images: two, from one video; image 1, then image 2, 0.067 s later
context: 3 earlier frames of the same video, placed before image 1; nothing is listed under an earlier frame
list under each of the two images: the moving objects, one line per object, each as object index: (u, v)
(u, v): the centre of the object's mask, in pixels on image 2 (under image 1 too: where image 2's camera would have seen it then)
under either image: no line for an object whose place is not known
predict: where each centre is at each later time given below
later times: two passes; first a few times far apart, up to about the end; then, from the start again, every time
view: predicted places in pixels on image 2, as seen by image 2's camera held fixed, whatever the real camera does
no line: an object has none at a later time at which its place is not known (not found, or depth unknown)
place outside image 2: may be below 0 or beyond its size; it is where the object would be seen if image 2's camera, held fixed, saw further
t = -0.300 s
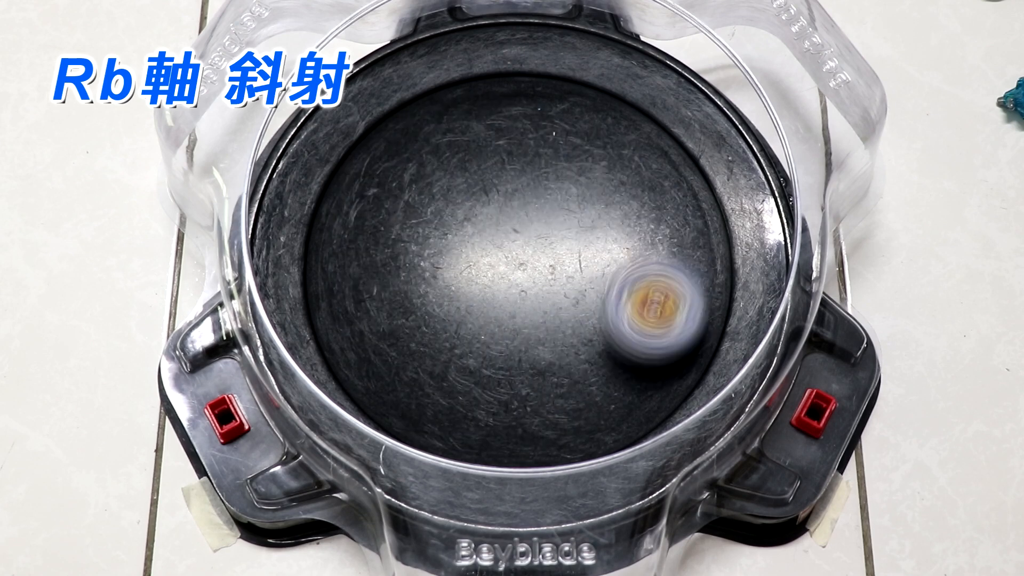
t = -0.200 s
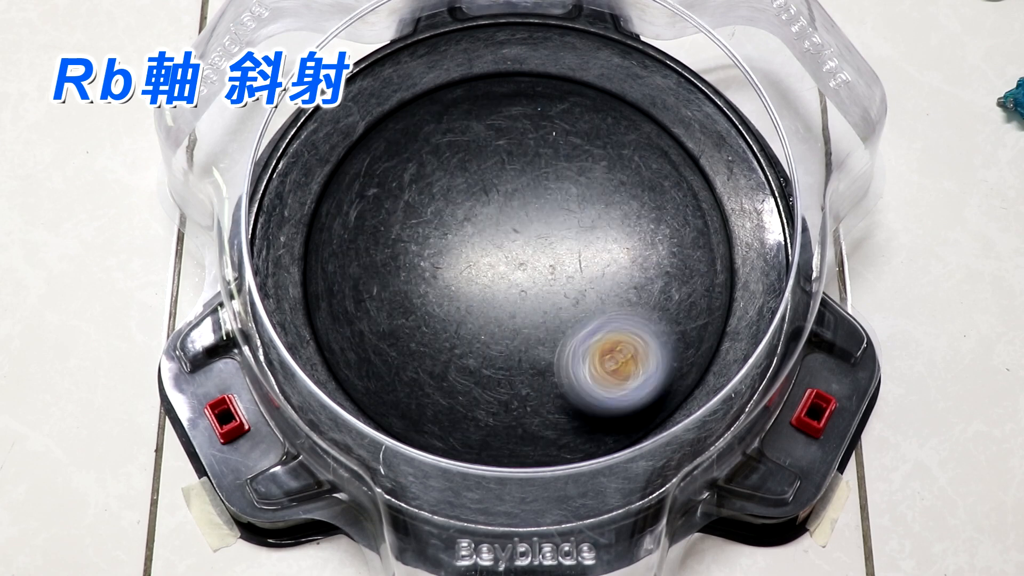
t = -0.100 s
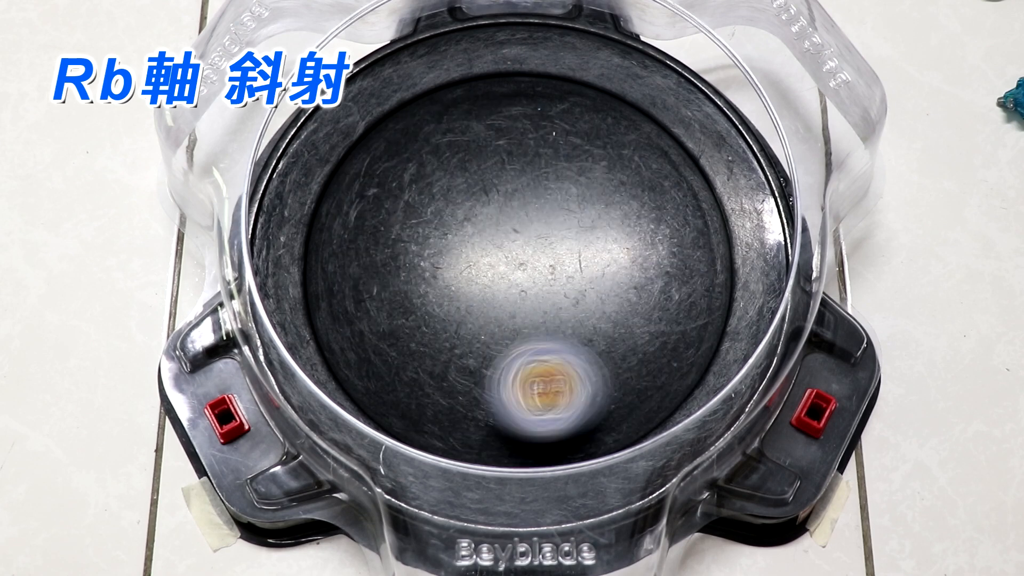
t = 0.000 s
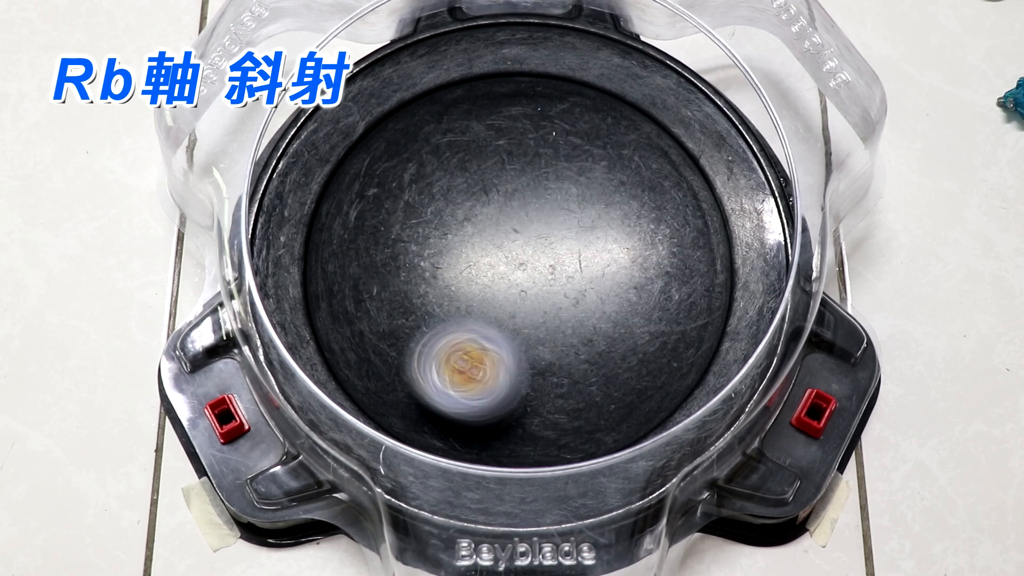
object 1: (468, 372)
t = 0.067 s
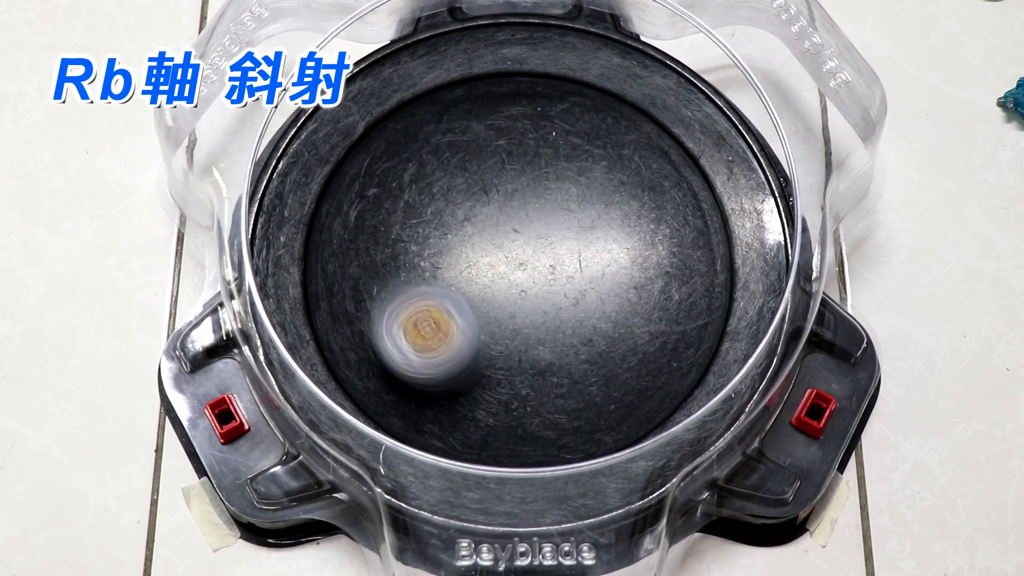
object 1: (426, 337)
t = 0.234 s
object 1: (415, 206)
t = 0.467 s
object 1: (554, 122)
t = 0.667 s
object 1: (667, 204)
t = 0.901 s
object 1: (595, 369)
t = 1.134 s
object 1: (384, 319)
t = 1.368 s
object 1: (390, 144)
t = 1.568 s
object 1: (558, 92)
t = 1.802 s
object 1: (691, 287)
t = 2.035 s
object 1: (488, 442)
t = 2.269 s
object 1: (312, 268)
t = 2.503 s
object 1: (457, 83)
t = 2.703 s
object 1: (674, 154)
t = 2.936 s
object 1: (648, 393)
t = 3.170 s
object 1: (388, 392)
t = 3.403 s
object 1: (356, 174)
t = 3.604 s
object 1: (544, 82)
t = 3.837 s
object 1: (720, 242)
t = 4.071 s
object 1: (570, 425)
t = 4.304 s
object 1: (349, 328)
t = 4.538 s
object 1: (392, 113)
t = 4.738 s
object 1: (583, 76)
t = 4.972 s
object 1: (705, 278)
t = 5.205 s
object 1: (526, 423)
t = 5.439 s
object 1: (324, 308)
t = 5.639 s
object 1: (377, 143)
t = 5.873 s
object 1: (598, 126)
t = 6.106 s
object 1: (690, 322)
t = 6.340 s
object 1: (513, 425)
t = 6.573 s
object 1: (364, 294)
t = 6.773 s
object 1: (424, 149)
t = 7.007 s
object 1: (601, 121)
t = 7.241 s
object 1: (684, 278)
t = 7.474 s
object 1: (524, 394)
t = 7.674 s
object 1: (376, 314)
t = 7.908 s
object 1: (398, 154)
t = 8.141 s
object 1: (572, 128)
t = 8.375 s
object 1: (660, 288)
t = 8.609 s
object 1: (530, 405)
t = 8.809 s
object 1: (384, 341)
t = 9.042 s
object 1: (409, 176)
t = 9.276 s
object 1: (578, 135)
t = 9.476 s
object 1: (678, 242)
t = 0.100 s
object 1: (414, 313)
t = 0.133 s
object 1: (405, 286)
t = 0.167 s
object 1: (404, 262)
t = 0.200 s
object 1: (406, 235)
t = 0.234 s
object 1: (415, 206)
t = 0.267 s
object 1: (425, 188)
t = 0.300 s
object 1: (442, 165)
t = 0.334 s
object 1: (461, 147)
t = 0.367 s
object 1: (483, 135)
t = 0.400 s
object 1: (505, 127)
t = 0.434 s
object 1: (531, 122)
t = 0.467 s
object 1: (554, 122)
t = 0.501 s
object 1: (577, 126)
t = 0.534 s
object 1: (600, 133)
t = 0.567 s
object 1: (620, 146)
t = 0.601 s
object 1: (640, 161)
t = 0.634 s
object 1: (656, 183)
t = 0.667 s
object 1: (667, 204)
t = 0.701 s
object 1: (676, 226)
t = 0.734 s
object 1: (680, 257)
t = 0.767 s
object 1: (677, 283)
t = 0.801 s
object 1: (663, 309)
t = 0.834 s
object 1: (645, 334)
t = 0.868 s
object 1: (622, 354)
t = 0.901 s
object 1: (595, 369)
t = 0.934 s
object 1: (559, 380)
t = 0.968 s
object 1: (528, 384)
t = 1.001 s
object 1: (495, 381)
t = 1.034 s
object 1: (459, 374)
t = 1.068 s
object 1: (433, 362)
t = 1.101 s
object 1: (407, 343)
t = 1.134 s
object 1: (384, 319)
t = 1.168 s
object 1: (368, 297)
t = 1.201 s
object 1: (360, 271)
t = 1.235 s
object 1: (356, 239)
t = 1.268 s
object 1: (357, 220)
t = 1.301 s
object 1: (364, 191)
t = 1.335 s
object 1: (377, 163)
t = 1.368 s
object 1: (390, 144)
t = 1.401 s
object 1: (410, 123)
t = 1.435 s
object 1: (438, 106)
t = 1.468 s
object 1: (463, 95)
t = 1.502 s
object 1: (493, 88)
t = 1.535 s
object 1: (526, 88)
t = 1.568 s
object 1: (558, 92)
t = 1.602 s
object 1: (589, 102)
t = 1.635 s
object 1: (623, 122)
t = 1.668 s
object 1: (648, 146)
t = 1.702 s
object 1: (668, 173)
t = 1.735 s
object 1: (685, 214)
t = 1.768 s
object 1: (692, 256)
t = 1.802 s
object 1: (691, 287)
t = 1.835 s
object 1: (681, 327)
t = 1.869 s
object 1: (662, 361)
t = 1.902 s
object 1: (636, 388)
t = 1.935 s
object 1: (602, 408)
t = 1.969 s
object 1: (569, 424)
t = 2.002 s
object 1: (532, 437)
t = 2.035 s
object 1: (488, 442)
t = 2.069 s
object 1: (448, 439)
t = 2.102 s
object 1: (414, 426)
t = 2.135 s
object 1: (383, 400)
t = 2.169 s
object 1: (358, 367)
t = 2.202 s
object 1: (337, 339)
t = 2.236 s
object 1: (318, 300)
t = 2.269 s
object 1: (312, 268)
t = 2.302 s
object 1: (315, 233)
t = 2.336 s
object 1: (324, 193)
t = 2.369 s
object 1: (340, 164)
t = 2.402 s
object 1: (363, 137)
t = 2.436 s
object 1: (393, 111)
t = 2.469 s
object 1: (425, 94)
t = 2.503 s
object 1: (457, 83)
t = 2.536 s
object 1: (500, 79)
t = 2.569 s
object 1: (539, 82)
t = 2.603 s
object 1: (575, 90)
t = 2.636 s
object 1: (615, 109)
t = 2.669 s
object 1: (648, 129)
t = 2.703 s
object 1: (674, 154)
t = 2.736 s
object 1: (698, 190)
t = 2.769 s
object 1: (715, 228)
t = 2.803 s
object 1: (726, 268)
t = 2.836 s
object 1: (724, 301)
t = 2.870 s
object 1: (703, 340)
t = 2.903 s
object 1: (677, 369)
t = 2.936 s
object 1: (648, 393)
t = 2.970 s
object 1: (615, 415)
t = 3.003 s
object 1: (579, 429)
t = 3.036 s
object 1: (536, 434)
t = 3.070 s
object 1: (491, 444)
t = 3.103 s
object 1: (455, 429)
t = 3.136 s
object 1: (421, 411)
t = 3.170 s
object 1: (388, 392)
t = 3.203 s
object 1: (365, 372)
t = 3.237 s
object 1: (340, 337)
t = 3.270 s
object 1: (326, 302)
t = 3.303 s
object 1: (323, 273)
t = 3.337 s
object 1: (328, 233)
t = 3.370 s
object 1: (338, 205)
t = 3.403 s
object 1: (356, 174)
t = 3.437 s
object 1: (382, 145)
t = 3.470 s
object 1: (411, 120)
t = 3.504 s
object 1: (439, 105)
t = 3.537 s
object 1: (474, 91)
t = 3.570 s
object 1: (512, 84)
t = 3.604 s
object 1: (544, 82)
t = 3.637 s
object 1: (583, 87)
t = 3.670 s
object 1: (621, 96)
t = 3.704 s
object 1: (651, 112)
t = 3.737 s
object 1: (680, 136)
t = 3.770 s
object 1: (700, 171)
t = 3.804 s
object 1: (713, 204)
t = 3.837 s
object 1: (720, 242)
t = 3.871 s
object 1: (723, 281)
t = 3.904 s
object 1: (715, 313)
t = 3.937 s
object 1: (697, 348)
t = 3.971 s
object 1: (670, 379)
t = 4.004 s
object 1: (644, 398)
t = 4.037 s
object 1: (608, 415)
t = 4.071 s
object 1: (570, 425)
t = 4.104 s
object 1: (537, 435)
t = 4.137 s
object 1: (494, 426)
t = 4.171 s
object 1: (455, 418)
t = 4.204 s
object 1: (426, 403)
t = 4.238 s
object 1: (391, 380)
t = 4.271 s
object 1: (365, 354)
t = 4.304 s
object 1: (349, 328)
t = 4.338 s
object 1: (334, 289)
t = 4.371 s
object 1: (330, 256)
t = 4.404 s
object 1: (332, 227)
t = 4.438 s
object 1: (339, 193)
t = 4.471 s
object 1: (352, 161)
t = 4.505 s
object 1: (370, 139)
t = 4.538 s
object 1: (392, 113)
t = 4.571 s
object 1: (420, 91)
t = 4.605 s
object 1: (449, 78)
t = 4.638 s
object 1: (480, 68)
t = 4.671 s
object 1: (516, 64)
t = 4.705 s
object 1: (549, 68)
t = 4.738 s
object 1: (583, 76)
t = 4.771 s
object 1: (616, 92)
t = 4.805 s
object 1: (645, 112)
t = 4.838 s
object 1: (670, 136)
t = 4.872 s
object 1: (690, 169)
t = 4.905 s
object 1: (703, 205)
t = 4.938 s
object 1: (708, 237)
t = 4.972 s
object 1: (705, 278)
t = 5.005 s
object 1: (696, 314)
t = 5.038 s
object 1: (678, 346)
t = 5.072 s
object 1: (652, 375)
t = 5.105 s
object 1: (626, 392)
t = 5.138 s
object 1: (593, 408)
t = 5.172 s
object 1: (557, 421)
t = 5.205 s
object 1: (526, 423)
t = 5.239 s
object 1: (486, 421)
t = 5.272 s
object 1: (445, 413)
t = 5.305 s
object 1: (422, 405)
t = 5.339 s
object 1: (391, 387)
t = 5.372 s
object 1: (359, 360)
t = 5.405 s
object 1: (341, 340)
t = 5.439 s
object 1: (324, 308)
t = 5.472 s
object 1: (317, 275)
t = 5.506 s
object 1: (319, 250)
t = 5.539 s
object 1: (325, 217)
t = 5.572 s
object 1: (338, 190)
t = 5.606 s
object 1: (355, 165)
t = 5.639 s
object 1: (377, 143)
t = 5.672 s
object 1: (406, 122)
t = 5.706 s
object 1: (434, 112)
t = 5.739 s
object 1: (466, 103)
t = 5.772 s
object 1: (502, 100)
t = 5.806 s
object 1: (532, 104)
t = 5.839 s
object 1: (565, 113)
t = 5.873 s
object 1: (598, 126)
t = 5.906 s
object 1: (625, 143)
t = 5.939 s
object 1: (648, 165)
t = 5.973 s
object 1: (670, 195)
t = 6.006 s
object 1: (684, 223)
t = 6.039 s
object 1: (693, 252)
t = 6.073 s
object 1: (695, 290)
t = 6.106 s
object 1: (690, 322)
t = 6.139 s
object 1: (678, 348)
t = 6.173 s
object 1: (656, 376)
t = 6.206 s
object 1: (633, 394)
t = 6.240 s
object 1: (607, 409)
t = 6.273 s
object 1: (572, 420)
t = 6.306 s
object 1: (544, 425)
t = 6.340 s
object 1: (513, 425)
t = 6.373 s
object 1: (479, 420)
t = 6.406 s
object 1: (454, 411)
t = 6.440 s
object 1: (427, 395)
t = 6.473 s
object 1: (401, 373)
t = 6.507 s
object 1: (386, 353)
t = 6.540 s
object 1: (373, 326)
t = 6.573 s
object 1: (364, 294)
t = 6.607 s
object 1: (362, 274)
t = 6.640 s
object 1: (365, 241)
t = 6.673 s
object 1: (373, 214)
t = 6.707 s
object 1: (385, 191)
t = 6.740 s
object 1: (401, 169)
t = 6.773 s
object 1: (424, 149)
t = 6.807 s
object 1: (443, 135)
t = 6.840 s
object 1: (467, 123)
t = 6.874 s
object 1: (494, 114)
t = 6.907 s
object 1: (518, 110)
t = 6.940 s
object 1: (545, 110)
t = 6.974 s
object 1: (575, 114)
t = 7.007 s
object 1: (601, 121)
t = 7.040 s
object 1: (621, 134)
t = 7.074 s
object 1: (644, 153)
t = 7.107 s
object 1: (662, 173)
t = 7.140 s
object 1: (675, 195)
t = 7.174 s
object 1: (684, 224)
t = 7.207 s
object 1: (687, 253)
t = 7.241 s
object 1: (684, 278)
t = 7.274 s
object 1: (676, 306)
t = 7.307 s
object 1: (660, 333)
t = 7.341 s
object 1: (639, 353)
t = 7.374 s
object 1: (612, 371)
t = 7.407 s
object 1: (584, 385)
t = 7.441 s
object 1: (558, 391)
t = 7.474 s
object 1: (524, 394)
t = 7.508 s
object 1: (493, 391)
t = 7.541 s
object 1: (466, 385)
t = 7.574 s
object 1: (435, 373)
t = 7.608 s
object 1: (415, 358)
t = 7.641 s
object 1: (396, 339)
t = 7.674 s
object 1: (376, 314)
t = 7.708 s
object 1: (367, 295)
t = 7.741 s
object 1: (359, 269)
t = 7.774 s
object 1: (357, 241)
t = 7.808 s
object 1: (361, 222)
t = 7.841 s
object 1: (369, 196)
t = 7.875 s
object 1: (382, 172)
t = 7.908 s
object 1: (398, 154)
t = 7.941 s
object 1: (416, 139)
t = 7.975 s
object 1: (440, 123)
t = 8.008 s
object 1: (464, 117)
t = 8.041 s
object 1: (490, 111)
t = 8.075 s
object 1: (520, 112)
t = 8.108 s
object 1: (545, 118)
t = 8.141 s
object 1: (572, 128)
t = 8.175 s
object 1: (598, 143)
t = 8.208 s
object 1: (618, 160)
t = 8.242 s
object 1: (636, 181)
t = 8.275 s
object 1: (648, 207)
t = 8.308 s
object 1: (658, 235)
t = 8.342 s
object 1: (662, 260)
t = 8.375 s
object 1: (660, 288)
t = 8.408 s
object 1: (653, 313)
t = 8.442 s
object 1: (642, 337)
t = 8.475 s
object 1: (624, 357)
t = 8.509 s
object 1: (605, 376)
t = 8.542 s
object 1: (583, 389)
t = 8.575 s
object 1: (556, 400)
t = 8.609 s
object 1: (530, 405)
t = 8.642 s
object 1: (502, 408)
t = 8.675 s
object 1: (474, 403)
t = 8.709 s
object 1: (447, 394)
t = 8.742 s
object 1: (425, 382)
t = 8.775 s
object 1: (401, 360)
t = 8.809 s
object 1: (384, 341)
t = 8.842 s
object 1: (374, 319)
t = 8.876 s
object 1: (366, 292)
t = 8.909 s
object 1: (364, 271)
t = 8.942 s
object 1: (369, 243)
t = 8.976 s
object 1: (378, 217)
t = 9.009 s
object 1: (391, 194)
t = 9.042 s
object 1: (409, 176)
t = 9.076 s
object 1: (428, 157)
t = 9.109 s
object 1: (454, 144)
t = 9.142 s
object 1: (474, 135)
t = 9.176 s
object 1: (504, 129)
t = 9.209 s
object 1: (528, 128)
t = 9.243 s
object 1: (553, 130)
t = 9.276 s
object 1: (578, 135)
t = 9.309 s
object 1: (603, 146)
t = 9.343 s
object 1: (621, 157)
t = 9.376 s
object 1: (643, 176)
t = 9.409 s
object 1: (661, 199)
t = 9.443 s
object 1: (669, 217)
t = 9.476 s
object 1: (678, 242)
